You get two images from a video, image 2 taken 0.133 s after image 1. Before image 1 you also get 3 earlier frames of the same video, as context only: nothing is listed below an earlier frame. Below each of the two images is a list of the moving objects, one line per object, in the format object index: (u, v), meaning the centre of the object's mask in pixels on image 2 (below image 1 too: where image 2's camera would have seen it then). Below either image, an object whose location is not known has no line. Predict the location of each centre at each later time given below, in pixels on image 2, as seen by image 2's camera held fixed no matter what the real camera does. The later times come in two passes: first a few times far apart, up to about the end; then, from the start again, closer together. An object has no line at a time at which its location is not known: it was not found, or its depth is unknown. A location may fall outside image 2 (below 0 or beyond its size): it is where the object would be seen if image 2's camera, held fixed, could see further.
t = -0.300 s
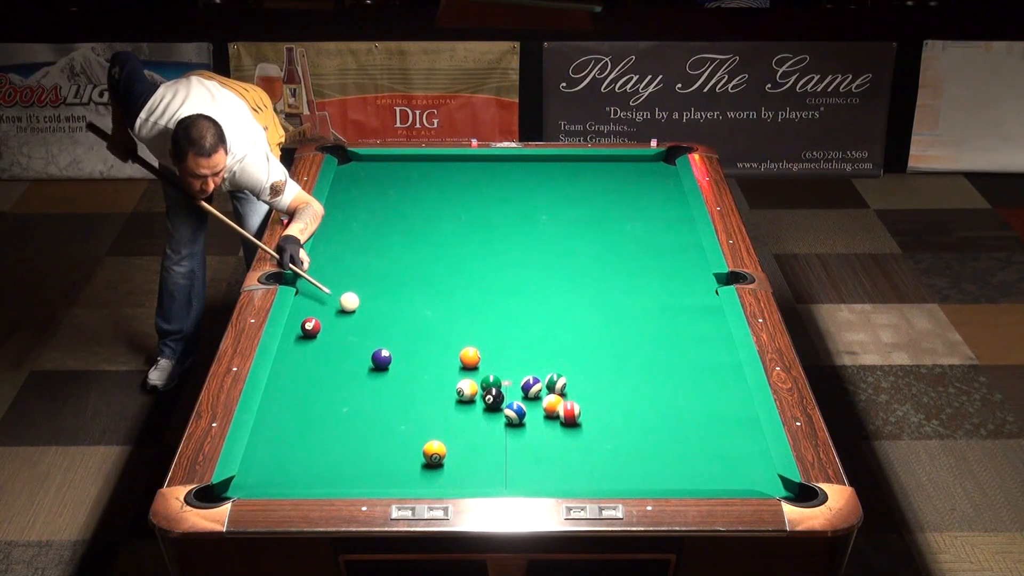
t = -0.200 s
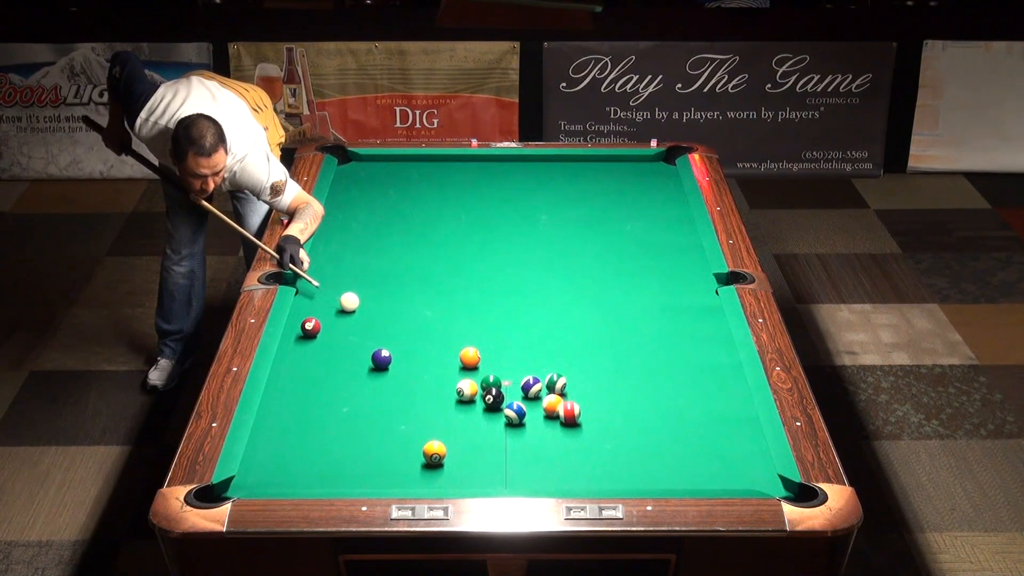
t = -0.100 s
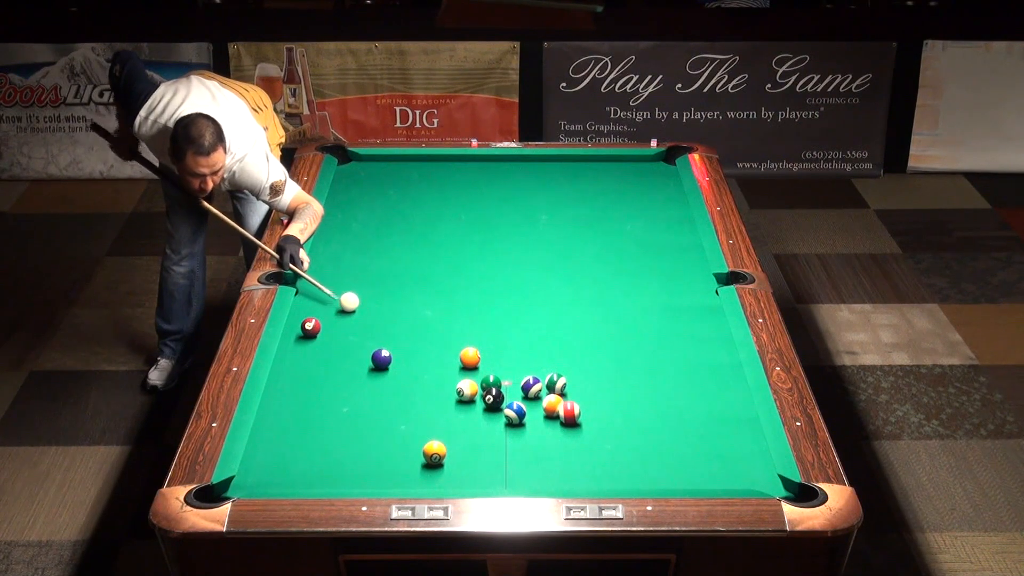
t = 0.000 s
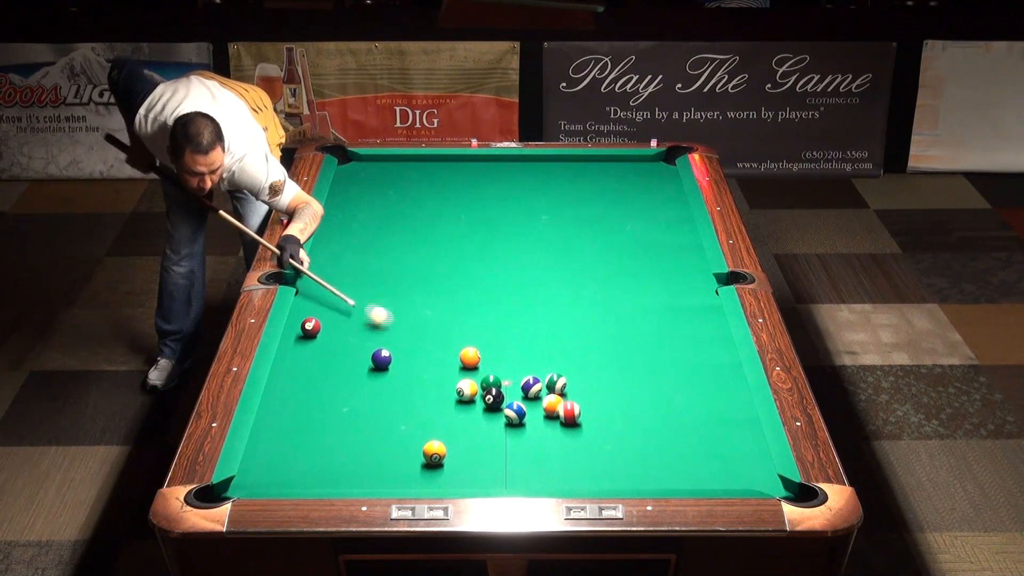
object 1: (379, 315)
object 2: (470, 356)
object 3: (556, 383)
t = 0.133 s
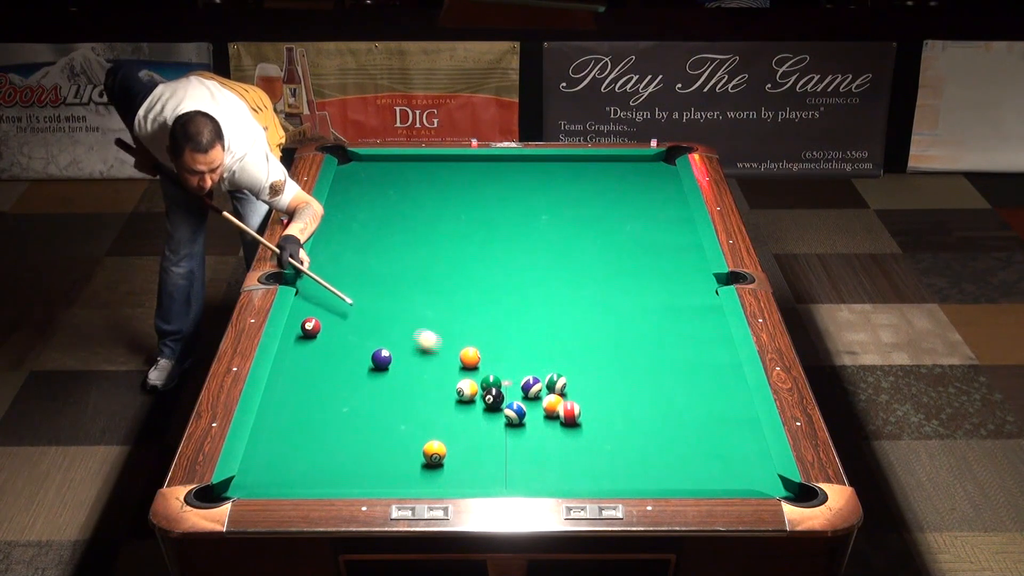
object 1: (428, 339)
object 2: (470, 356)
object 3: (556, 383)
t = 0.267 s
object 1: (448, 356)
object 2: (492, 360)
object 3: (556, 383)
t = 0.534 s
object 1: (432, 368)
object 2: (558, 372)
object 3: (570, 392)
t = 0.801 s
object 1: (416, 380)
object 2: (598, 369)
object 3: (602, 411)
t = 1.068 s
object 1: (401, 391)
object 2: (636, 367)
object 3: (633, 430)
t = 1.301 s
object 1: (388, 401)
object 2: (668, 365)
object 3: (660, 446)
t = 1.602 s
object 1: (372, 412)
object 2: (706, 363)
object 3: (695, 467)
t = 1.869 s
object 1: (359, 422)
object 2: (726, 362)
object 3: (726, 481)
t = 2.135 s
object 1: (346, 431)
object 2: (709, 361)
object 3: (739, 477)
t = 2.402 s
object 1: (334, 440)
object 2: (694, 361)
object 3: (751, 470)
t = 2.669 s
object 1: (323, 448)
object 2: (680, 361)
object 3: (760, 463)
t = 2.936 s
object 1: (313, 455)
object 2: (669, 361)
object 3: (753, 459)
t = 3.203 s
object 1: (304, 462)
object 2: (659, 361)
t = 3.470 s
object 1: (297, 467)
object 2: (651, 361)
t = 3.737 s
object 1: (291, 472)
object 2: (645, 361)
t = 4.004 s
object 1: (285, 476)
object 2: (641, 361)
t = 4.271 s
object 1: (281, 478)
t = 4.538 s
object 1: (278, 480)
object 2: (639, 361)
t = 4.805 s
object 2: (639, 361)
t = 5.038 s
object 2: (639, 361)
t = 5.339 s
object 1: (277, 481)
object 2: (639, 361)
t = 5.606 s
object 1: (276, 481)
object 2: (639, 361)
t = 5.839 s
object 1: (277, 481)
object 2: (639, 361)
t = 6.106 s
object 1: (276, 481)
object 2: (640, 361)
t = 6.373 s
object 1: (277, 481)
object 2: (640, 361)
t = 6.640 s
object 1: (277, 481)
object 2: (640, 361)
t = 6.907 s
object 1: (277, 481)
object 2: (639, 361)
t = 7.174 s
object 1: (276, 481)
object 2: (640, 361)
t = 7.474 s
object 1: (276, 481)
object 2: (639, 361)
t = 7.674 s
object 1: (276, 481)
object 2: (639, 361)
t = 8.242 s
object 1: (276, 481)
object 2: (640, 361)
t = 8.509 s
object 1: (277, 481)
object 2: (639, 361)
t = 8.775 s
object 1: (277, 481)
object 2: (639, 361)
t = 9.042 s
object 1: (276, 481)
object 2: (639, 361)
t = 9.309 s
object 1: (276, 481)
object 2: (640, 361)
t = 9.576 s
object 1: (277, 481)
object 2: (640, 362)
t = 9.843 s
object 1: (276, 481)
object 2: (639, 362)
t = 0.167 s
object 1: (439, 344)
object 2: (470, 356)
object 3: (556, 383)
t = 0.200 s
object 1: (450, 350)
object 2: (470, 356)
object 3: (556, 383)
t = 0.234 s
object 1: (450, 354)
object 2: (479, 358)
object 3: (556, 383)
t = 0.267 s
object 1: (448, 356)
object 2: (492, 360)
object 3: (556, 383)
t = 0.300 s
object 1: (446, 357)
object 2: (503, 364)
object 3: (556, 383)
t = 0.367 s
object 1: (442, 360)
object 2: (524, 368)
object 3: (556, 383)
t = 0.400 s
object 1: (440, 362)
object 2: (534, 370)
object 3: (556, 383)
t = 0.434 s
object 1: (438, 363)
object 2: (543, 371)
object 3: (556, 384)
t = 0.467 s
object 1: (436, 365)
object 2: (547, 372)
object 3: (561, 386)
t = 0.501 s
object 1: (434, 367)
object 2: (552, 372)
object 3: (566, 390)
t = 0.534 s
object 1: (432, 368)
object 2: (558, 372)
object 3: (570, 392)
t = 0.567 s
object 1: (430, 369)
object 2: (563, 372)
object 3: (575, 394)
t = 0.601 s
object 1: (428, 371)
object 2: (568, 371)
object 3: (579, 396)
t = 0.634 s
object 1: (426, 372)
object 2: (573, 371)
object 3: (583, 398)
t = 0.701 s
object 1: (422, 375)
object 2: (583, 370)
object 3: (590, 404)
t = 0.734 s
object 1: (420, 377)
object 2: (588, 370)
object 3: (594, 407)
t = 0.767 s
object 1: (418, 378)
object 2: (594, 369)
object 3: (598, 409)
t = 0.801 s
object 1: (416, 380)
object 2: (598, 369)
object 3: (602, 411)
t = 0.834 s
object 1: (414, 381)
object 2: (603, 369)
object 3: (606, 413)
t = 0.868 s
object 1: (413, 382)
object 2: (608, 369)
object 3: (610, 416)
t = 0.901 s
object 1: (411, 384)
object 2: (613, 368)
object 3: (613, 418)
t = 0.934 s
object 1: (409, 385)
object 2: (617, 368)
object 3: (618, 421)
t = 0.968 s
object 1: (407, 387)
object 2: (622, 368)
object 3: (621, 423)
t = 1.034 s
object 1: (403, 390)
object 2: (632, 368)
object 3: (630, 428)
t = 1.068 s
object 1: (401, 391)
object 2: (636, 367)
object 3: (633, 430)
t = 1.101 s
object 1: (399, 393)
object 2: (641, 367)
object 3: (637, 432)
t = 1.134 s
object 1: (397, 394)
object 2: (645, 367)
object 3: (641, 434)
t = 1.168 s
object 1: (395, 395)
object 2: (650, 366)
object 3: (645, 436)
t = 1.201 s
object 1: (394, 396)
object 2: (655, 366)
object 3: (649, 438)
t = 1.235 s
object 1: (392, 398)
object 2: (659, 366)
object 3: (653, 442)
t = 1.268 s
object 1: (390, 399)
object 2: (663, 365)
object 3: (657, 444)
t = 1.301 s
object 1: (388, 401)
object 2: (668, 365)
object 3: (660, 446)
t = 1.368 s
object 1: (385, 403)
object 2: (676, 365)
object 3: (668, 450)
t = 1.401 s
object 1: (383, 405)
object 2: (681, 364)
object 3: (672, 453)
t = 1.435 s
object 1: (381, 406)
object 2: (685, 364)
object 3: (676, 456)
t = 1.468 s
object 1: (379, 407)
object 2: (689, 364)
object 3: (680, 459)
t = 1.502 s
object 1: (377, 409)
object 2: (694, 364)
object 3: (683, 460)
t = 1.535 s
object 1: (376, 410)
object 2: (697, 363)
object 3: (688, 463)
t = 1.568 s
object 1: (374, 411)
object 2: (701, 363)
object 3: (691, 465)
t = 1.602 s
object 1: (372, 412)
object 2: (706, 363)
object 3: (695, 467)
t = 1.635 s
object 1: (371, 414)
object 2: (710, 363)
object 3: (699, 469)
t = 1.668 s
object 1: (369, 415)
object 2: (714, 363)
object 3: (703, 472)
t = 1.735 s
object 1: (365, 417)
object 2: (722, 362)
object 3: (710, 476)
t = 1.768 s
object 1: (364, 419)
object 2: (725, 362)
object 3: (713, 475)
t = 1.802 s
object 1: (362, 420)
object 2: (729, 362)
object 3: (718, 479)
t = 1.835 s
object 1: (360, 421)
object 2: (728, 362)
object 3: (722, 480)
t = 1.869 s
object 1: (359, 422)
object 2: (726, 362)
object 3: (726, 481)
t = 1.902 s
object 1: (357, 423)
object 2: (724, 362)
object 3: (729, 482)
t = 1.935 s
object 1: (355, 425)
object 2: (722, 362)
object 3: (730, 482)
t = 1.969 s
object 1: (354, 426)
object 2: (720, 361)
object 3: (732, 481)
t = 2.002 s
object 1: (352, 427)
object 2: (717, 361)
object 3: (733, 480)
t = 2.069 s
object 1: (349, 429)
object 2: (713, 361)
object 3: (736, 477)
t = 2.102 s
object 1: (347, 430)
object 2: (711, 361)
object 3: (738, 476)
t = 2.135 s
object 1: (346, 431)
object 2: (709, 361)
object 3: (739, 477)
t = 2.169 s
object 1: (344, 433)
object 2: (707, 361)
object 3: (741, 477)
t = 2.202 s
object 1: (343, 434)
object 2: (705, 361)
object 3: (743, 474)
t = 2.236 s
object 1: (341, 435)
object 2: (703, 361)
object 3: (744, 474)
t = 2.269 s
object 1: (340, 436)
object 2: (701, 361)
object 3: (745, 474)
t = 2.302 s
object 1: (338, 437)
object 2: (699, 361)
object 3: (746, 473)
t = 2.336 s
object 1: (337, 438)
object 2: (697, 361)
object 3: (748, 472)
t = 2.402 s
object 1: (334, 440)
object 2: (694, 361)
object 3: (751, 470)
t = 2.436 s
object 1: (332, 441)
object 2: (692, 361)
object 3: (752, 469)
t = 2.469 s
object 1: (331, 442)
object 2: (690, 361)
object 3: (753, 468)
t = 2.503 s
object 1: (329, 443)
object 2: (689, 361)
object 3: (754, 467)
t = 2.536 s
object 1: (328, 444)
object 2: (687, 361)
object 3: (755, 467)
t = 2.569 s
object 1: (327, 445)
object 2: (685, 361)
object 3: (756, 466)
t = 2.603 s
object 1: (325, 446)
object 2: (684, 361)
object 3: (758, 465)
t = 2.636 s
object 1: (324, 447)
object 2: (682, 361)
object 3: (759, 465)
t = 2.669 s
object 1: (323, 448)
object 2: (680, 361)
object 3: (760, 463)
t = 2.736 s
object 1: (320, 450)
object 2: (677, 361)
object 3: (759, 462)
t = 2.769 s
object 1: (319, 451)
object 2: (676, 361)
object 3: (758, 462)
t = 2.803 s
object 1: (318, 452)
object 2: (674, 361)
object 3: (757, 461)
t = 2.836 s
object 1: (317, 453)
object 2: (673, 361)
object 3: (757, 461)
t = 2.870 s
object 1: (315, 453)
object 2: (671, 361)
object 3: (755, 460)
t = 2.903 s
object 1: (314, 454)
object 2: (670, 361)
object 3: (754, 459)
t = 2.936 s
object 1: (313, 455)
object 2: (669, 361)
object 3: (753, 459)
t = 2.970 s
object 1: (312, 456)
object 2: (667, 361)
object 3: (753, 458)
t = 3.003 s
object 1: (311, 457)
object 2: (666, 361)
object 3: (752, 457)
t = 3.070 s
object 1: (309, 458)
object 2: (664, 361)
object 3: (750, 457)
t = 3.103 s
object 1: (308, 459)
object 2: (663, 361)
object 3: (750, 456)
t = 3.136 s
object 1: (306, 460)
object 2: (661, 361)
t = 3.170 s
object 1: (305, 461)
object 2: (660, 361)
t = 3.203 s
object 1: (304, 462)
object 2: (659, 361)
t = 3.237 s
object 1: (303, 462)
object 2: (658, 361)
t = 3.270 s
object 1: (302, 463)
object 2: (657, 361)
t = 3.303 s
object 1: (301, 464)
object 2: (656, 361)
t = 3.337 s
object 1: (301, 464)
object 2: (655, 361)
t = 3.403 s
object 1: (299, 466)
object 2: (653, 361)
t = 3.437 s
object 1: (298, 467)
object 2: (652, 361)
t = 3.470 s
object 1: (297, 467)
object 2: (651, 361)
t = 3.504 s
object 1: (296, 468)
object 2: (651, 361)
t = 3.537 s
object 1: (295, 469)
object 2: (650, 361)
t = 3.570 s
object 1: (294, 469)
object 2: (649, 361)
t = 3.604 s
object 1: (294, 470)
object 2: (648, 361)
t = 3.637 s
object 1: (293, 470)
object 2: (647, 361)
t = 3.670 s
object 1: (292, 471)
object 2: (647, 361)
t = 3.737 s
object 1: (291, 472)
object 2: (645, 361)
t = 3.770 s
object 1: (290, 473)
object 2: (645, 361)
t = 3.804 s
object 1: (289, 473)
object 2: (644, 361)
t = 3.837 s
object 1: (288, 474)
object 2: (643, 361)
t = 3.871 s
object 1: (288, 474)
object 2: (643, 361)
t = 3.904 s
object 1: (287, 475)
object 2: (642, 361)
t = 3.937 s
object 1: (286, 475)
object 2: (642, 361)
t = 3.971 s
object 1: (286, 476)
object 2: (642, 361)
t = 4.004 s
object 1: (285, 476)
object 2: (641, 361)
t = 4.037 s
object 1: (285, 476)
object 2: (641, 361)
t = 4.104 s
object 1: (284, 477)
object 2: (640, 362)
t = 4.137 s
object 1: (283, 477)
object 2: (640, 362)
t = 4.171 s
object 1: (283, 478)
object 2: (640, 362)
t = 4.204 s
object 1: (282, 478)
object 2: (639, 361)
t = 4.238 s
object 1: (282, 478)
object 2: (637, 359)
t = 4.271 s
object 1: (281, 478)
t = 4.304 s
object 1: (281, 479)
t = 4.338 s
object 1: (280, 479)
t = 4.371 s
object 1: (280, 479)
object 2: (640, 361)
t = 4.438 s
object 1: (279, 479)
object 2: (639, 361)
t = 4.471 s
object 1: (279, 480)
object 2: (639, 361)
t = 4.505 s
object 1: (278, 480)
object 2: (639, 361)
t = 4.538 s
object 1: (278, 480)
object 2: (639, 361)
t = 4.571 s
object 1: (278, 480)
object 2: (639, 361)
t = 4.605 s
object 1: (277, 480)
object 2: (639, 361)
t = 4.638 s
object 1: (277, 481)
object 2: (639, 361)
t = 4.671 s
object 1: (277, 481)
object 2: (639, 361)
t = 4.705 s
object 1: (277, 481)
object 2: (639, 361)
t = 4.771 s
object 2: (639, 361)
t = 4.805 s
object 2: (639, 361)
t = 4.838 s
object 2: (639, 361)
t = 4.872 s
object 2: (639, 361)
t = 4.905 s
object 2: (639, 361)
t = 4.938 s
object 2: (639, 361)
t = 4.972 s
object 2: (639, 361)
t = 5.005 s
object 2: (639, 361)
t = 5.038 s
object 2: (639, 361)
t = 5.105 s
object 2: (639, 361)
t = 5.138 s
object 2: (639, 361)
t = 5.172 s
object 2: (639, 361)
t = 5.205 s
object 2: (639, 361)
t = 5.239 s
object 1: (283, 479)
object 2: (639, 361)
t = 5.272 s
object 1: (279, 480)
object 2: (639, 361)
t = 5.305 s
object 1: (277, 481)
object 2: (639, 361)
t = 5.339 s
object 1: (277, 481)
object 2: (639, 361)
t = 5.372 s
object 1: (277, 481)
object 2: (639, 361)
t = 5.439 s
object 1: (277, 481)
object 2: (639, 361)
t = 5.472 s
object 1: (277, 481)
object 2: (639, 361)
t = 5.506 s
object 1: (276, 481)
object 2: (639, 361)
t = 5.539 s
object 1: (276, 481)
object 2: (639, 361)
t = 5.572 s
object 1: (276, 481)
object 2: (639, 361)
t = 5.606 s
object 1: (276, 481)
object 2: (639, 361)
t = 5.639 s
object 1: (276, 481)
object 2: (639, 361)
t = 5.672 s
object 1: (276, 481)
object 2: (639, 361)
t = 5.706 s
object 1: (276, 481)
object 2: (639, 361)
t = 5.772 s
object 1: (276, 481)
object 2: (639, 361)
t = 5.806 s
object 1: (277, 481)
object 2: (639, 361)
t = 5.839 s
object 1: (277, 481)
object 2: (639, 361)
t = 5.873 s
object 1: (276, 481)
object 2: (639, 361)
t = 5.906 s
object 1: (276, 481)
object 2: (639, 361)
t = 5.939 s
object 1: (276, 481)
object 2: (639, 361)
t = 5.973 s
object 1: (277, 481)
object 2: (640, 361)
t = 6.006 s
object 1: (277, 481)
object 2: (640, 361)
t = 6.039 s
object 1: (277, 481)
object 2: (640, 361)
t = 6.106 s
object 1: (276, 481)
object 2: (640, 361)
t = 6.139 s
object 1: (277, 481)
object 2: (640, 361)
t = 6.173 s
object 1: (277, 481)
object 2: (640, 361)
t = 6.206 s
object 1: (277, 481)
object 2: (640, 361)
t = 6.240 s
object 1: (277, 481)
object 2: (640, 361)
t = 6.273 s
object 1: (277, 481)
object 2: (640, 361)
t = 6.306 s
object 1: (277, 481)
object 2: (640, 361)
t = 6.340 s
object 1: (277, 481)
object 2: (640, 361)
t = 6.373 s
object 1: (277, 481)
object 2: (640, 361)
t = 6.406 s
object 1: (277, 481)
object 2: (640, 361)
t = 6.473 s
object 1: (276, 481)
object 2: (639, 361)
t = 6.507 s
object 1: (276, 481)
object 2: (639, 361)
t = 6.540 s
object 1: (276, 481)
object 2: (639, 361)
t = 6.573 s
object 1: (276, 481)
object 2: (639, 361)
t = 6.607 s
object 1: (277, 481)
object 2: (639, 361)
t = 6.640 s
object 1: (277, 481)
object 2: (640, 361)
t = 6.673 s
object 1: (277, 481)
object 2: (640, 361)
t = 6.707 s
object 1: (277, 481)
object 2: (639, 361)
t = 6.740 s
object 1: (277, 481)
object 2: (639, 361)
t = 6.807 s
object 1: (277, 481)
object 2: (639, 361)
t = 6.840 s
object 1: (277, 481)
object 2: (639, 361)
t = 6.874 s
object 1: (277, 481)
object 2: (640, 361)
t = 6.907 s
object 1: (277, 481)
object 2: (639, 361)
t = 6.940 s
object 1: (276, 481)
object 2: (639, 361)
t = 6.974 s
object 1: (277, 481)
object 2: (639, 361)
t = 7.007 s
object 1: (277, 481)
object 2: (639, 361)
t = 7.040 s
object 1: (277, 481)
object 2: (639, 361)
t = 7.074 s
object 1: (276, 481)
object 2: (639, 361)
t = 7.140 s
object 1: (276, 481)
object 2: (639, 361)
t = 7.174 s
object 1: (276, 481)
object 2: (640, 361)
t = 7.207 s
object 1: (276, 481)
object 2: (640, 361)
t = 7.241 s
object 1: (276, 481)
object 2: (640, 361)
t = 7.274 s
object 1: (276, 481)
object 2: (640, 361)
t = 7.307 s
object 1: (276, 481)
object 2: (640, 361)
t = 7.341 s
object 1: (276, 481)
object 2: (640, 361)
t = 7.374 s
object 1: (276, 481)
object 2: (640, 361)
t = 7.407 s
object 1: (276, 481)
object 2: (639, 361)
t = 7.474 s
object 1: (276, 481)
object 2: (639, 361)
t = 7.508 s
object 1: (276, 481)
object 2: (639, 361)
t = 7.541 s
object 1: (276, 481)
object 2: (639, 361)
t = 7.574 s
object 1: (276, 481)
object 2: (639, 361)
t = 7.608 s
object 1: (276, 481)
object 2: (639, 361)
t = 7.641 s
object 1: (276, 481)
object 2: (639, 361)
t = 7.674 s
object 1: (276, 481)
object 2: (639, 361)
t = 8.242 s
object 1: (276, 481)
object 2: (640, 361)
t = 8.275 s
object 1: (277, 481)
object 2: (640, 361)
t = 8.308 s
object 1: (277, 481)
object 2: (639, 361)
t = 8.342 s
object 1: (277, 481)
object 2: (639, 361)
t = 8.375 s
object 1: (277, 481)
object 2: (639, 361)
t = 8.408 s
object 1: (277, 481)
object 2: (640, 361)
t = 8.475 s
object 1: (277, 481)
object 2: (640, 361)
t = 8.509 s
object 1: (277, 481)
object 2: (639, 361)
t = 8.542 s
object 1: (277, 481)
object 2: (640, 361)
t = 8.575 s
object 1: (277, 481)
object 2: (640, 361)
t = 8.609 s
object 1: (277, 481)
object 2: (640, 361)
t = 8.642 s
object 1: (277, 481)
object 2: (639, 361)
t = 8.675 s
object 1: (277, 481)
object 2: (640, 361)
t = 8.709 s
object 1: (277, 481)
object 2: (639, 361)
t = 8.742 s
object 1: (277, 481)
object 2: (640, 361)
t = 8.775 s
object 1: (277, 481)
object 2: (639, 361)
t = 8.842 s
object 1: (277, 481)
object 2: (639, 361)
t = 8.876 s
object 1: (277, 481)
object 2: (640, 361)
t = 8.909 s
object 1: (276, 481)
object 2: (639, 361)
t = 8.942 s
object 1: (276, 481)
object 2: (639, 361)
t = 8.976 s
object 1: (276, 481)
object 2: (639, 361)
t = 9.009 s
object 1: (276, 481)
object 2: (639, 361)
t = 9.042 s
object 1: (276, 481)
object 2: (639, 361)
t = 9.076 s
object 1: (276, 481)
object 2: (640, 361)
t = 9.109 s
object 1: (276, 481)
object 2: (640, 361)
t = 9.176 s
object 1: (276, 481)
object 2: (640, 362)
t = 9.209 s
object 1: (276, 481)
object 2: (640, 361)
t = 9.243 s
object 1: (276, 481)
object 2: (639, 362)
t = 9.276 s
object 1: (276, 481)
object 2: (640, 361)
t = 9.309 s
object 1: (276, 481)
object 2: (640, 361)
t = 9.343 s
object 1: (276, 481)
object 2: (640, 361)
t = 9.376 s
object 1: (276, 481)
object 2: (639, 361)
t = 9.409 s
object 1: (276, 481)
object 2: (640, 361)
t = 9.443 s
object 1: (276, 481)
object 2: (640, 361)
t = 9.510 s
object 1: (276, 481)
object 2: (640, 361)
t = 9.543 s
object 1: (276, 481)
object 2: (640, 362)
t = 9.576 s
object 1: (277, 481)
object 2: (640, 362)
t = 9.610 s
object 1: (276, 481)
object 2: (640, 362)
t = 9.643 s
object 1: (276, 481)
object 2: (639, 362)
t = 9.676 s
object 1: (277, 481)
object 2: (640, 362)
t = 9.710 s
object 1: (277, 481)
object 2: (639, 362)
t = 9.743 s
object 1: (277, 481)
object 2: (639, 362)
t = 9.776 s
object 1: (277, 482)
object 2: (639, 362)
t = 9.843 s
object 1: (276, 481)
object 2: (639, 362)
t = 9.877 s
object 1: (277, 482)
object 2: (639, 362)
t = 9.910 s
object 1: (277, 481)
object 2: (639, 362)
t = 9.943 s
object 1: (276, 481)
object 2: (639, 362)
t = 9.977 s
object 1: (276, 481)
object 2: (639, 361)
